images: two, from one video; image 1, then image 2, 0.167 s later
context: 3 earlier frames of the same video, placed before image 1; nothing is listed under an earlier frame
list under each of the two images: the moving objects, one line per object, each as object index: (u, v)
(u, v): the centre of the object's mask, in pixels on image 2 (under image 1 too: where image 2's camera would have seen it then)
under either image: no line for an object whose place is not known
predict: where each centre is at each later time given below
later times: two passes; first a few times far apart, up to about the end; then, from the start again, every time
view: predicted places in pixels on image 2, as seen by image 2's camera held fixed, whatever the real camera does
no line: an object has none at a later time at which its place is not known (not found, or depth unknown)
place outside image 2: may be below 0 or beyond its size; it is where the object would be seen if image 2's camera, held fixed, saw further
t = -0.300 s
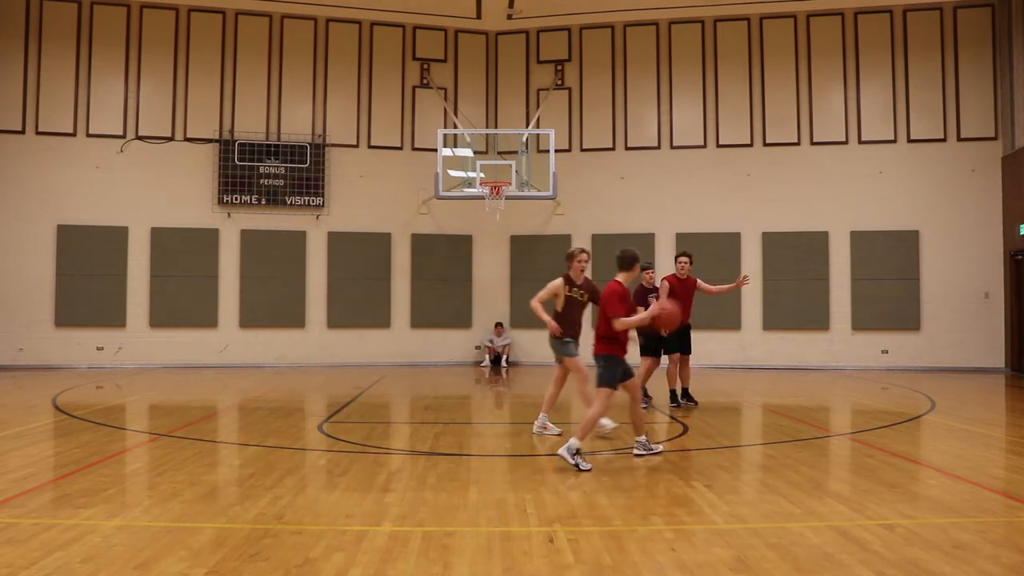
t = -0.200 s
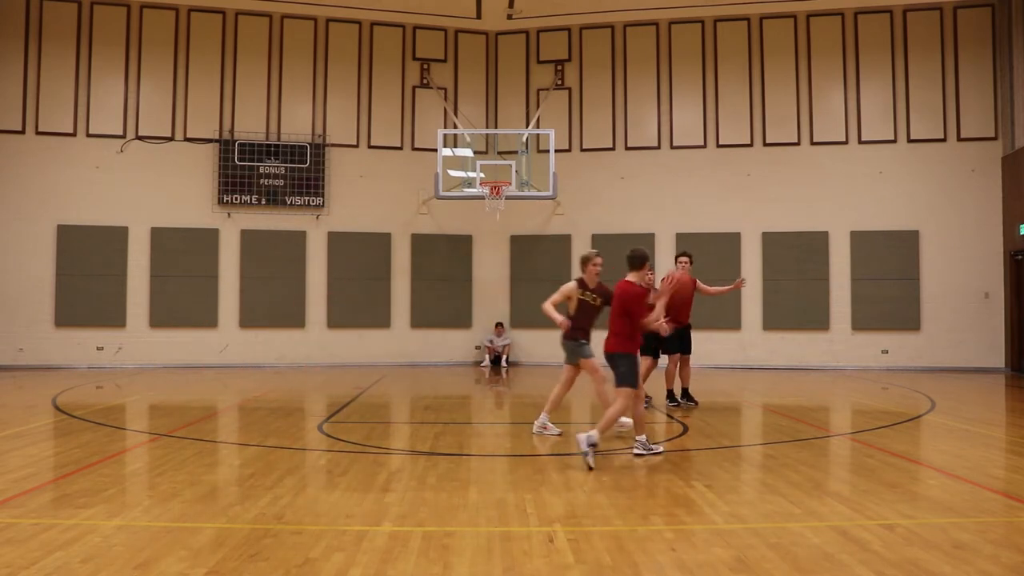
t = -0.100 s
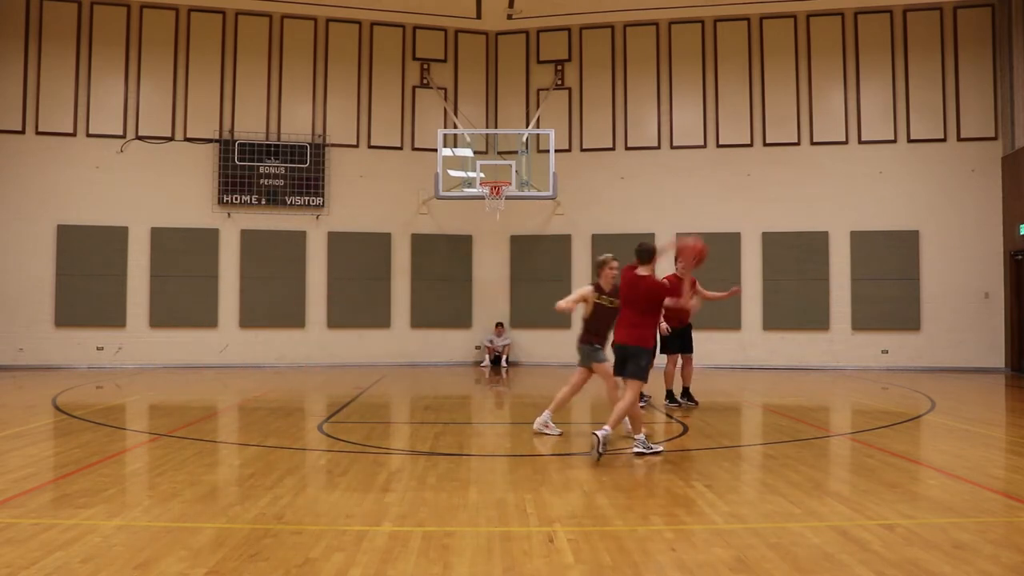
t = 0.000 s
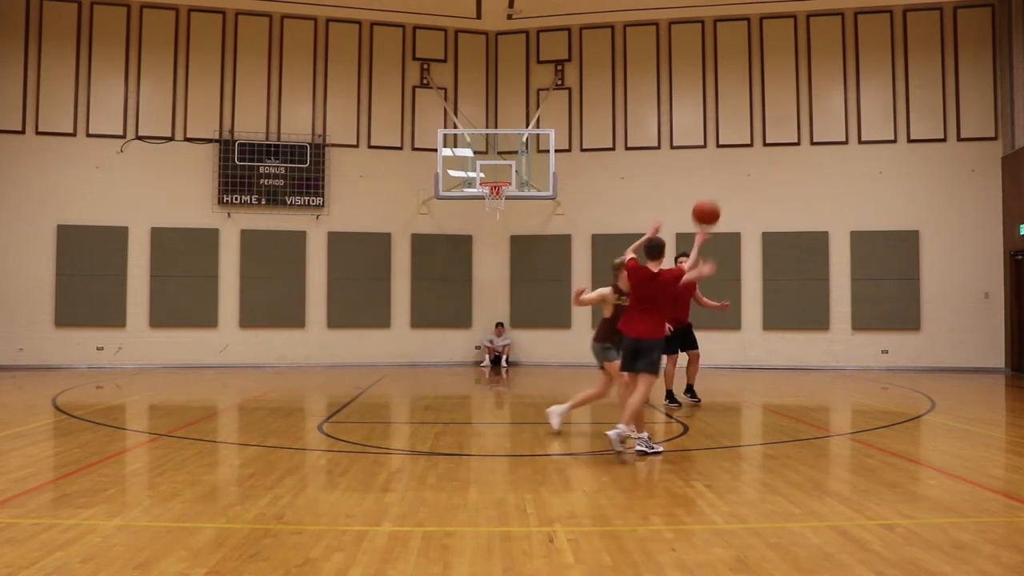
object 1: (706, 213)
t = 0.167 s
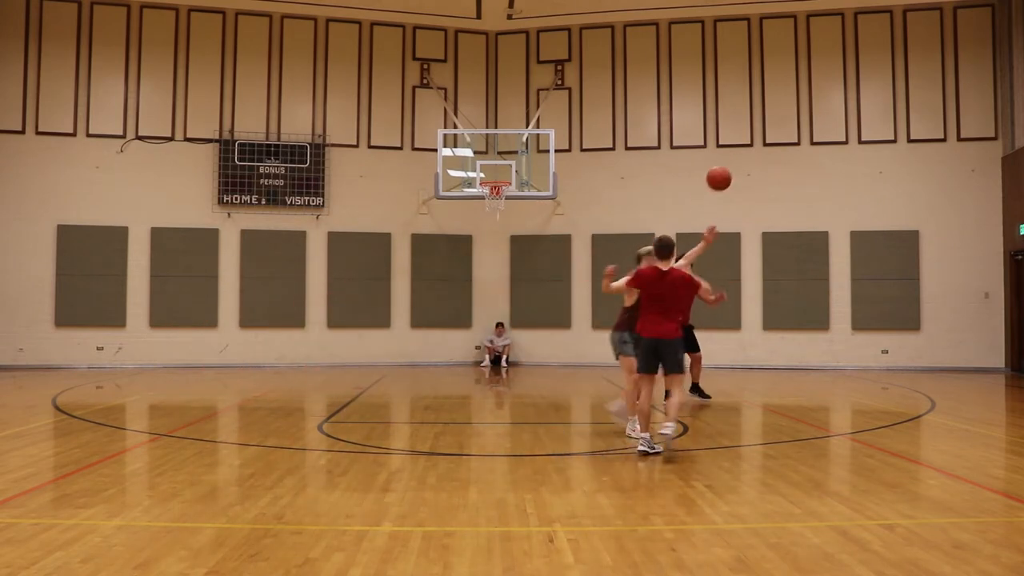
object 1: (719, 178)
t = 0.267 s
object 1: (725, 174)
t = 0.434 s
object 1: (734, 185)
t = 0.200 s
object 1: (721, 175)
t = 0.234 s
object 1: (723, 174)
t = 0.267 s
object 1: (725, 174)
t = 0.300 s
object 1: (727, 174)
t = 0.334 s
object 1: (729, 176)
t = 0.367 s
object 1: (730, 178)
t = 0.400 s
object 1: (732, 181)
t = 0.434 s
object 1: (734, 185)
